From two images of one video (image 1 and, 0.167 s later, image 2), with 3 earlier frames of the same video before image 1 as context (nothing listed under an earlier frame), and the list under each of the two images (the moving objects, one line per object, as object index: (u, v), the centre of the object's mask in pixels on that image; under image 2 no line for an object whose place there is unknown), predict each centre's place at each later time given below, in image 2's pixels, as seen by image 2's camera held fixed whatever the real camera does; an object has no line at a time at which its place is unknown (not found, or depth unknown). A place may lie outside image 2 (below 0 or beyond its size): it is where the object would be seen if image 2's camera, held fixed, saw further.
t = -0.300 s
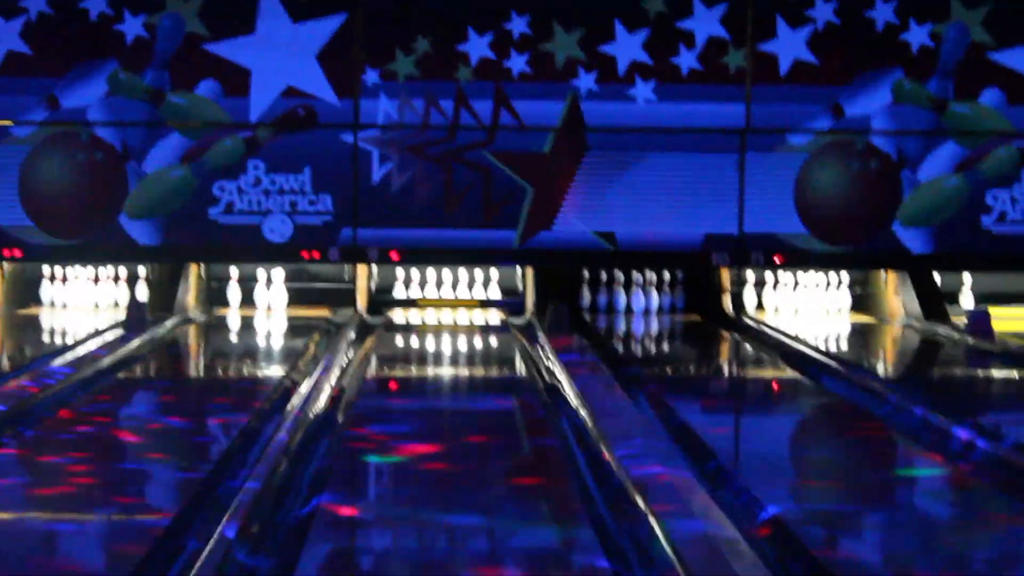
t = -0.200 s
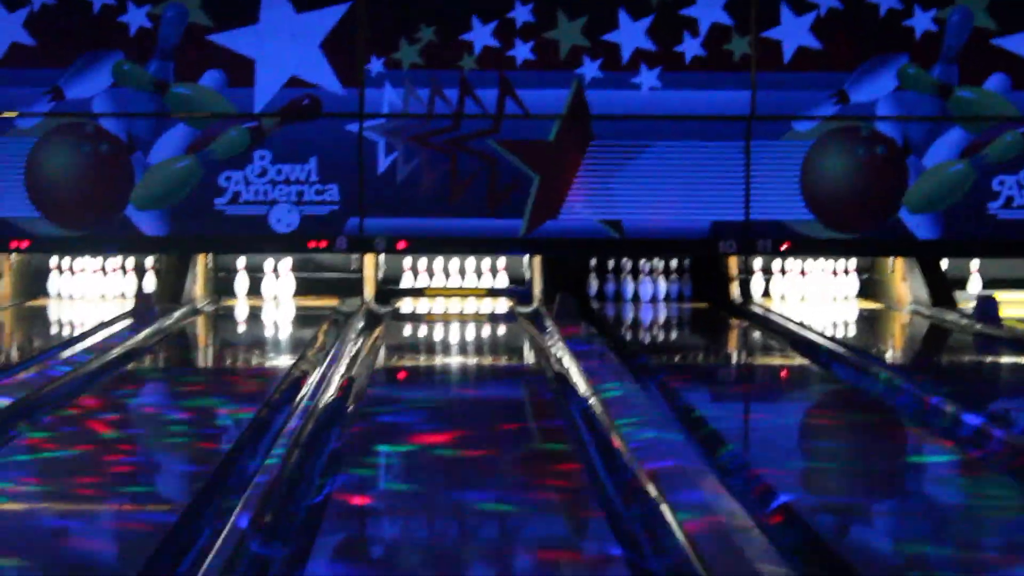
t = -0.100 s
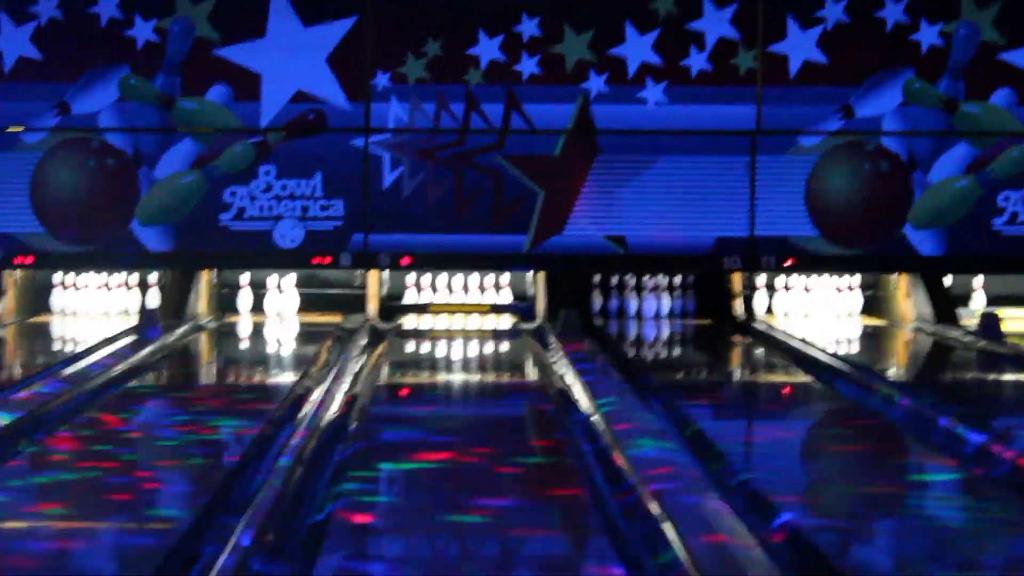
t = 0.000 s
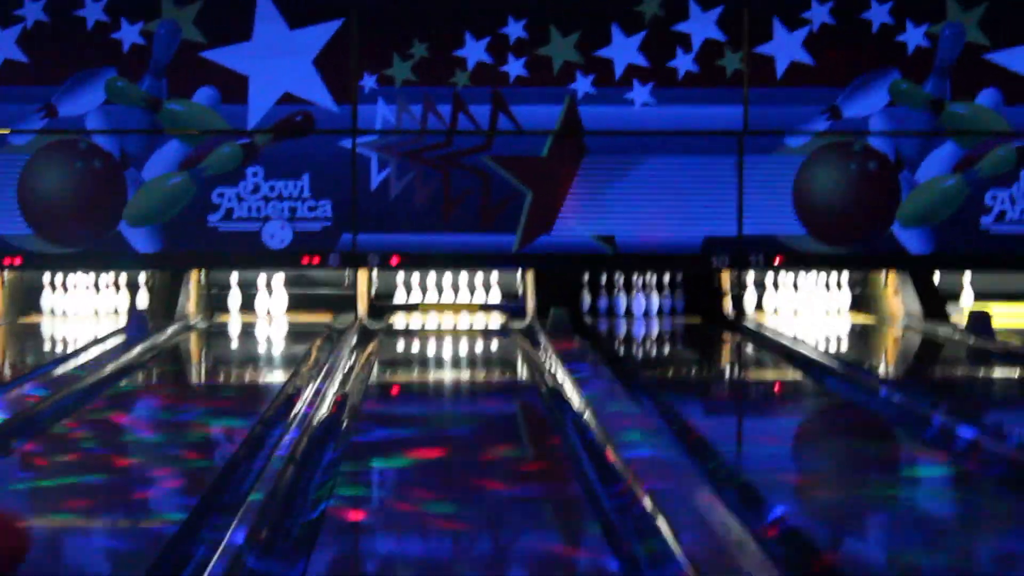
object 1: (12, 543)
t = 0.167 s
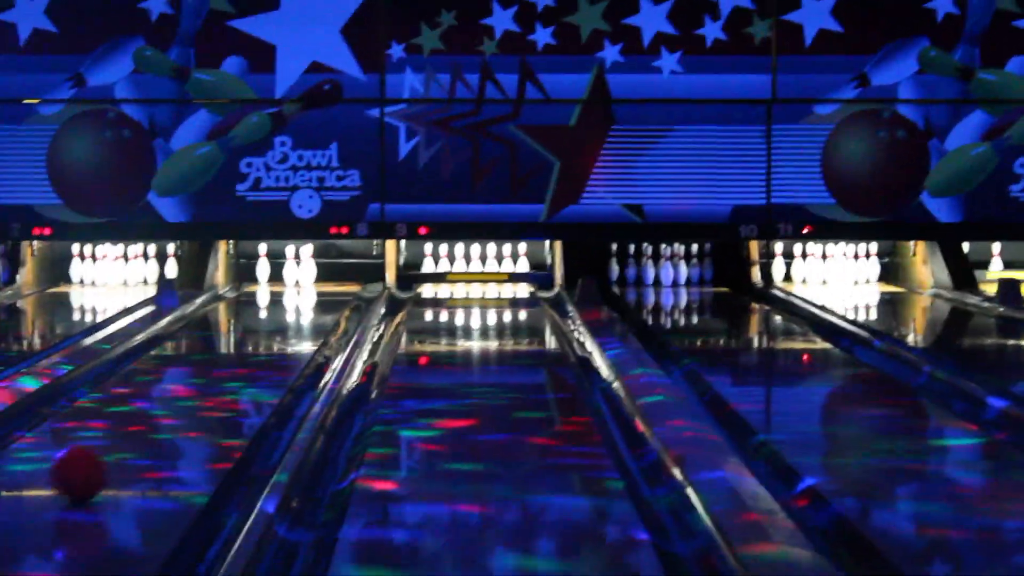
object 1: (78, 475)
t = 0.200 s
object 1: (85, 467)
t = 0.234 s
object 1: (92, 461)
